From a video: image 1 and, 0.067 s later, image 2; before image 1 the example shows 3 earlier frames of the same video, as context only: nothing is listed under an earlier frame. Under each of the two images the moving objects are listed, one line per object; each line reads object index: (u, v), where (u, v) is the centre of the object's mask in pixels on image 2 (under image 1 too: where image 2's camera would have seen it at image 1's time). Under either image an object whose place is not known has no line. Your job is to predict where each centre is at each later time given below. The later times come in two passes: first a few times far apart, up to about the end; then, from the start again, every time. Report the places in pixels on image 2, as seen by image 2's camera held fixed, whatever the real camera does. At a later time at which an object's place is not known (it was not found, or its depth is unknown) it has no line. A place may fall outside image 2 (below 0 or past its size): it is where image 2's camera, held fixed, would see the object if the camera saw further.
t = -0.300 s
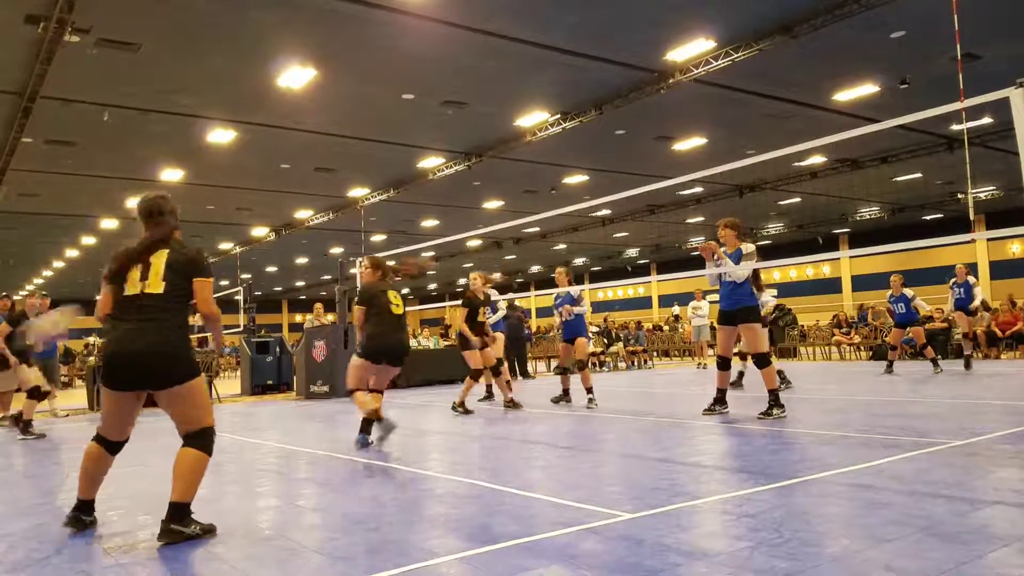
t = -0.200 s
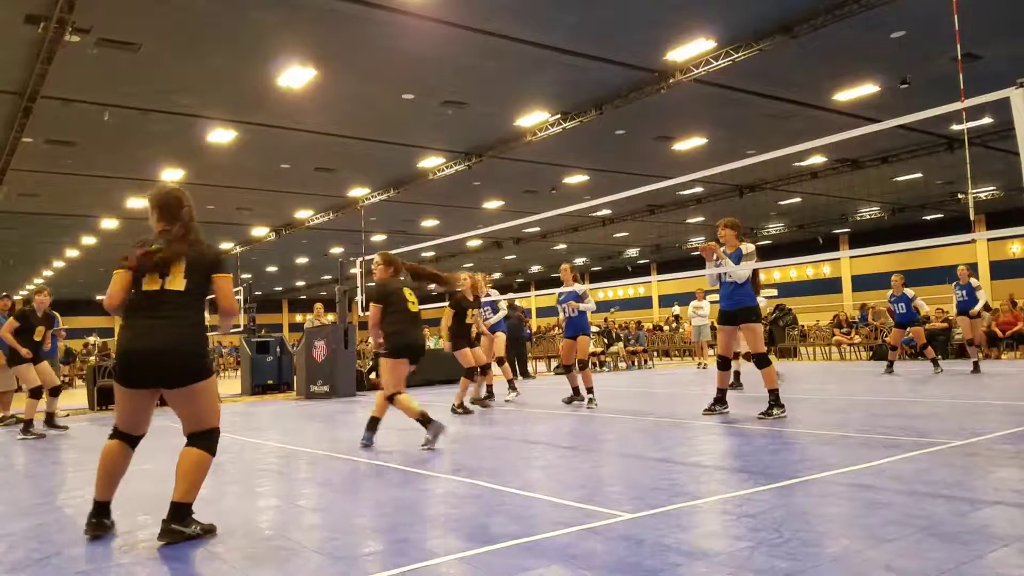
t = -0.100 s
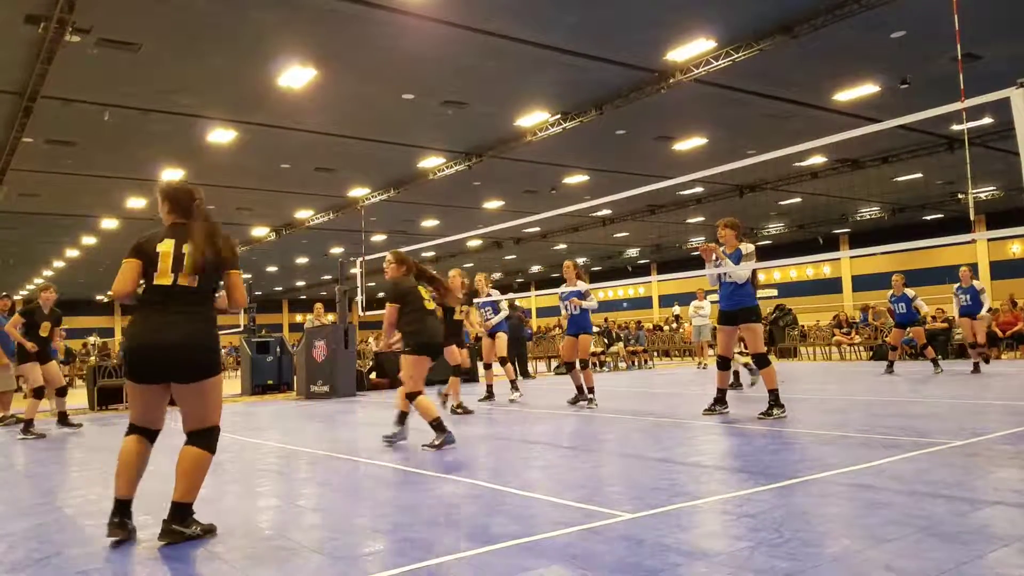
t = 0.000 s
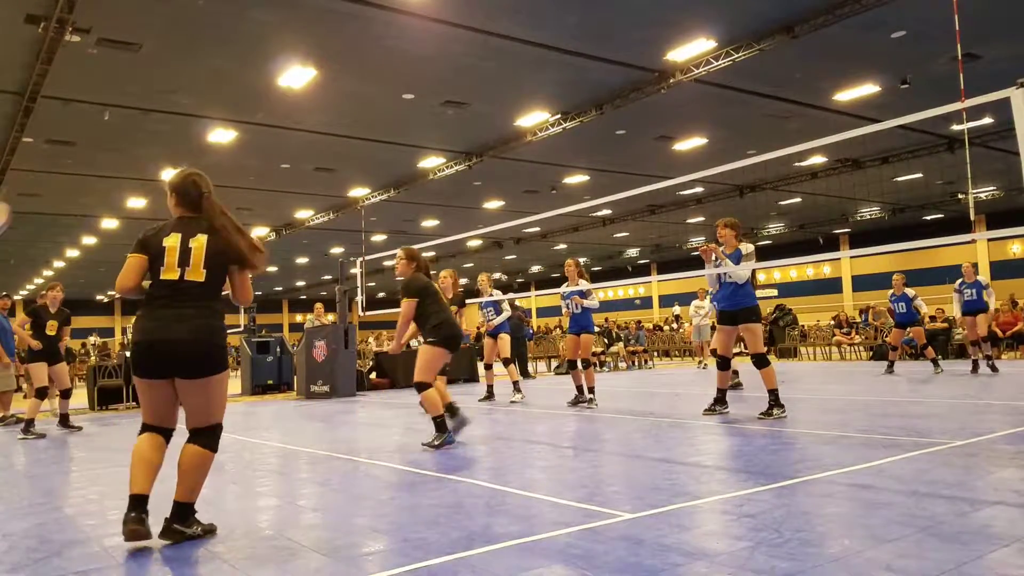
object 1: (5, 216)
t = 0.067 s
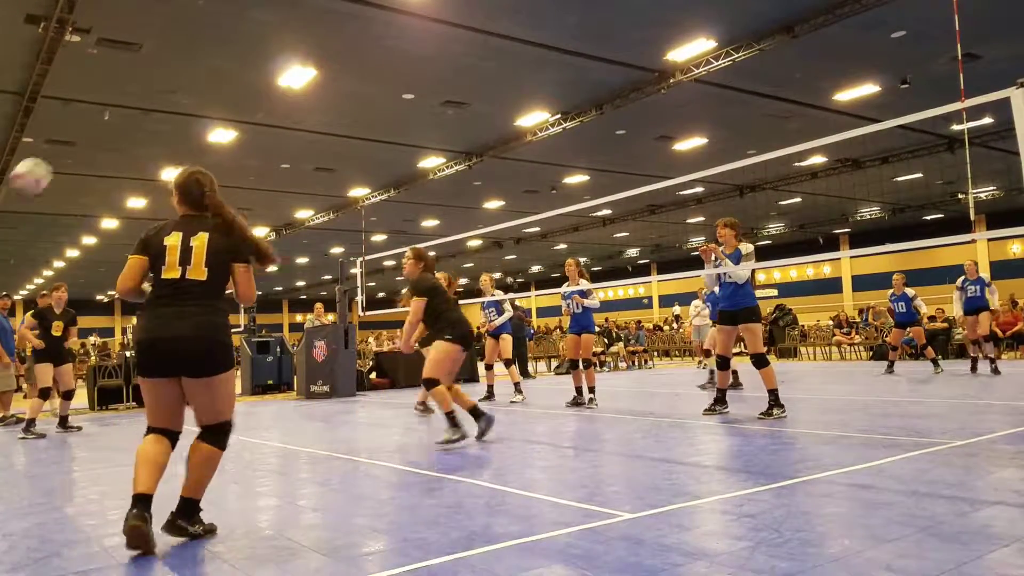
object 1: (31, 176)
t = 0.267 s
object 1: (134, 99)
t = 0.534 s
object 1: (237, 85)
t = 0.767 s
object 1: (307, 132)
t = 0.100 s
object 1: (51, 157)
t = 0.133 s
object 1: (68, 142)
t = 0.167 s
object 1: (87, 128)
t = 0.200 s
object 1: (104, 116)
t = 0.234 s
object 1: (119, 106)
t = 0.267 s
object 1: (134, 99)
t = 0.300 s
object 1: (150, 91)
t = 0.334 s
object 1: (163, 87)
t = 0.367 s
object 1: (176, 83)
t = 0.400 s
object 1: (190, 81)
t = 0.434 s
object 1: (202, 80)
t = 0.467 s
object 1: (214, 81)
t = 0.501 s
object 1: (226, 83)
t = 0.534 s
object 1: (237, 85)
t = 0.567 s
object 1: (248, 89)
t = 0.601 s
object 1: (259, 94)
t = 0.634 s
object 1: (270, 100)
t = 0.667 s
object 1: (278, 106)
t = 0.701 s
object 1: (288, 114)
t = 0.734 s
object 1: (299, 124)
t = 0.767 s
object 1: (307, 132)
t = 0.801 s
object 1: (316, 144)
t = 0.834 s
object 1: (326, 155)
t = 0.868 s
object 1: (334, 167)
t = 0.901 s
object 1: (342, 180)
